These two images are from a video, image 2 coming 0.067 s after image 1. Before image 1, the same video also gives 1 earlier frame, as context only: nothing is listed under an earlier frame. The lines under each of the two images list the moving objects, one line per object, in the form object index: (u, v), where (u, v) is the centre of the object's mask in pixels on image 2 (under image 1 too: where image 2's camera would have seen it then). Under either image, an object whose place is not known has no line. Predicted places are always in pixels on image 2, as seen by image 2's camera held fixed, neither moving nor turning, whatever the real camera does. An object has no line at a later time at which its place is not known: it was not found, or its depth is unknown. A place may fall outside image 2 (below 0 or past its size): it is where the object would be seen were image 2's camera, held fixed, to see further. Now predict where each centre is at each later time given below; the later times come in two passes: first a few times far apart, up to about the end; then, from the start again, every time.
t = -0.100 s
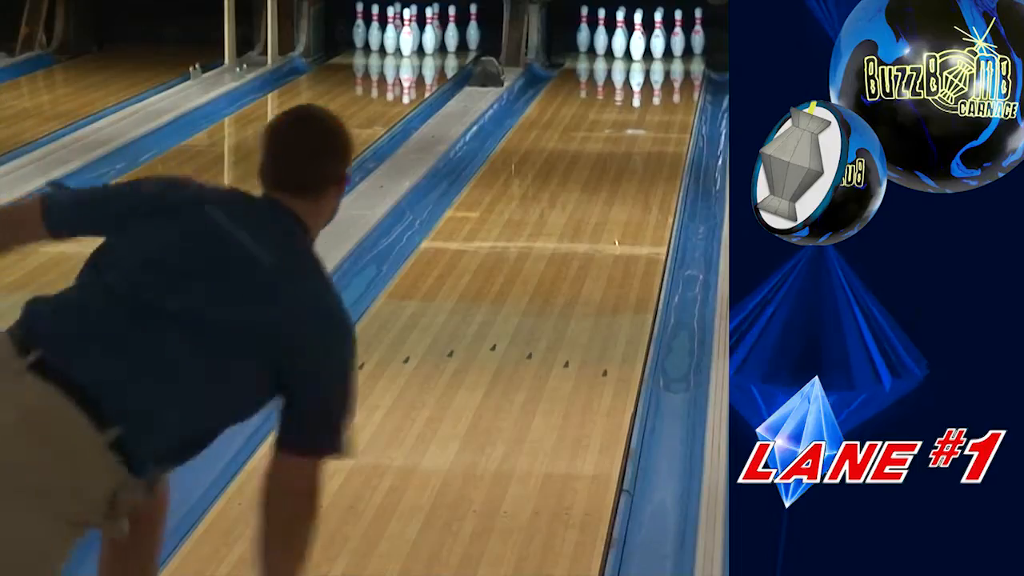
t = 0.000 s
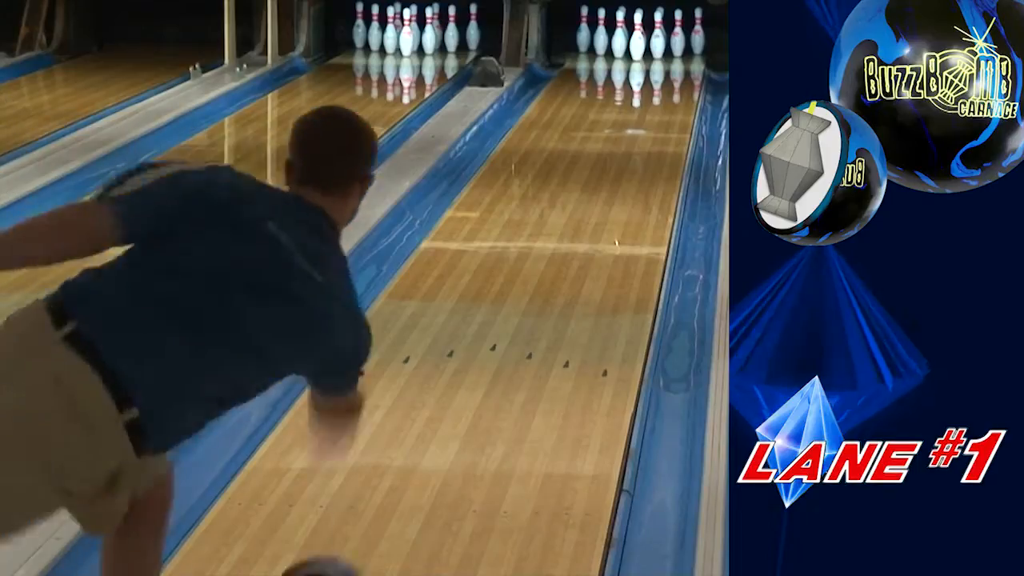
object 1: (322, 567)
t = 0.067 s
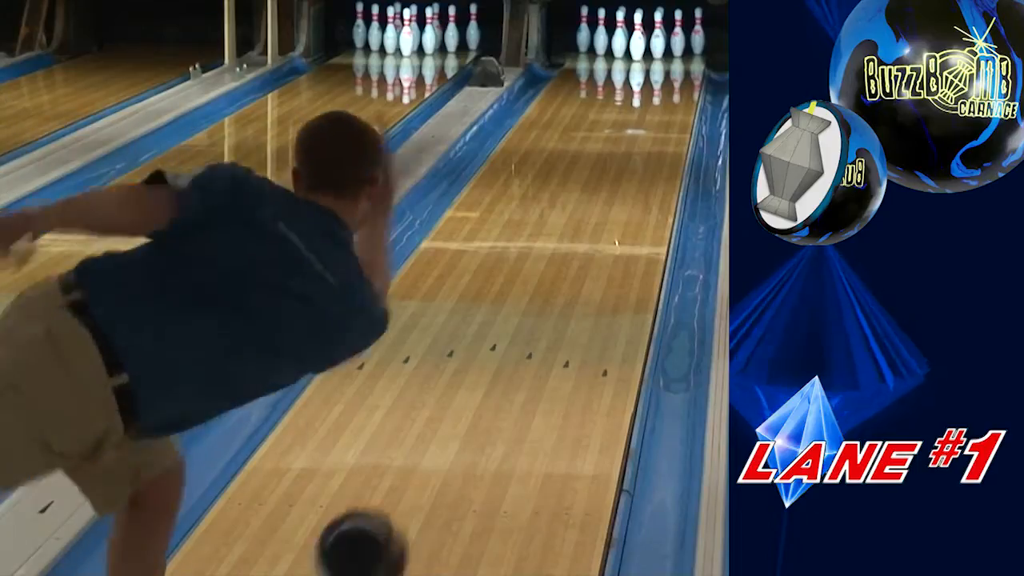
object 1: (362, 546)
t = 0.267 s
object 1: (458, 428)
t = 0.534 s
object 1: (542, 313)
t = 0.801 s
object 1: (596, 236)
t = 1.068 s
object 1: (634, 180)
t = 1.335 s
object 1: (659, 138)
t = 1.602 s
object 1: (673, 105)
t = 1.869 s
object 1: (674, 80)
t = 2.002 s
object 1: (669, 70)
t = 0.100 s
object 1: (381, 531)
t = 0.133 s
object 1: (398, 507)
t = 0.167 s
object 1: (414, 486)
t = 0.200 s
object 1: (429, 466)
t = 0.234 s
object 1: (444, 446)
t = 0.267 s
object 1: (458, 428)
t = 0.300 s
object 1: (470, 411)
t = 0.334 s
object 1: (482, 395)
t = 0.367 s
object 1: (494, 379)
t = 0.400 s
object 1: (504, 365)
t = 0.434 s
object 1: (514, 351)
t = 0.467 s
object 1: (524, 338)
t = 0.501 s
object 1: (533, 326)
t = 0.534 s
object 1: (542, 313)
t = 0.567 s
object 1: (550, 302)
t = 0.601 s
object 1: (557, 291)
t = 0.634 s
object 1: (564, 283)
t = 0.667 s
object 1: (571, 272)
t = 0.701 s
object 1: (578, 262)
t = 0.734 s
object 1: (584, 253)
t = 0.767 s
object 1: (591, 244)
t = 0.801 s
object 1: (596, 236)
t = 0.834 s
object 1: (602, 228)
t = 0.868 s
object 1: (607, 221)
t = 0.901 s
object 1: (612, 214)
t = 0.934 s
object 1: (617, 206)
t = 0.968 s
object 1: (622, 199)
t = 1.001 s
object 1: (626, 192)
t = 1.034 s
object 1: (630, 186)
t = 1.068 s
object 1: (634, 180)
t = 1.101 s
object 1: (638, 174)
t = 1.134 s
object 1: (641, 169)
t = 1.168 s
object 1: (645, 162)
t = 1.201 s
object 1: (648, 157)
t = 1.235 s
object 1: (651, 152)
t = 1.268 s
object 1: (655, 146)
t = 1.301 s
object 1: (656, 142)
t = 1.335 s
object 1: (659, 138)
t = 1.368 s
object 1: (661, 133)
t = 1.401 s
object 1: (664, 129)
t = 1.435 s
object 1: (666, 124)
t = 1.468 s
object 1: (667, 120)
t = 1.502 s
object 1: (669, 116)
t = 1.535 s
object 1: (671, 112)
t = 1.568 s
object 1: (672, 108)
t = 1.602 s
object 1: (673, 105)
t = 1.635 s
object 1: (674, 101)
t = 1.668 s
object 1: (675, 97)
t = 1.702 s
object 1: (675, 95)
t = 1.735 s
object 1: (674, 92)
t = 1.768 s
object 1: (675, 89)
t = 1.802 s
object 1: (675, 86)
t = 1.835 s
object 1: (675, 81)
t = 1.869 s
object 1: (674, 80)
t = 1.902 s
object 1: (673, 78)
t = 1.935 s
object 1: (672, 73)
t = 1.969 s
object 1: (671, 73)
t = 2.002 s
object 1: (669, 70)
